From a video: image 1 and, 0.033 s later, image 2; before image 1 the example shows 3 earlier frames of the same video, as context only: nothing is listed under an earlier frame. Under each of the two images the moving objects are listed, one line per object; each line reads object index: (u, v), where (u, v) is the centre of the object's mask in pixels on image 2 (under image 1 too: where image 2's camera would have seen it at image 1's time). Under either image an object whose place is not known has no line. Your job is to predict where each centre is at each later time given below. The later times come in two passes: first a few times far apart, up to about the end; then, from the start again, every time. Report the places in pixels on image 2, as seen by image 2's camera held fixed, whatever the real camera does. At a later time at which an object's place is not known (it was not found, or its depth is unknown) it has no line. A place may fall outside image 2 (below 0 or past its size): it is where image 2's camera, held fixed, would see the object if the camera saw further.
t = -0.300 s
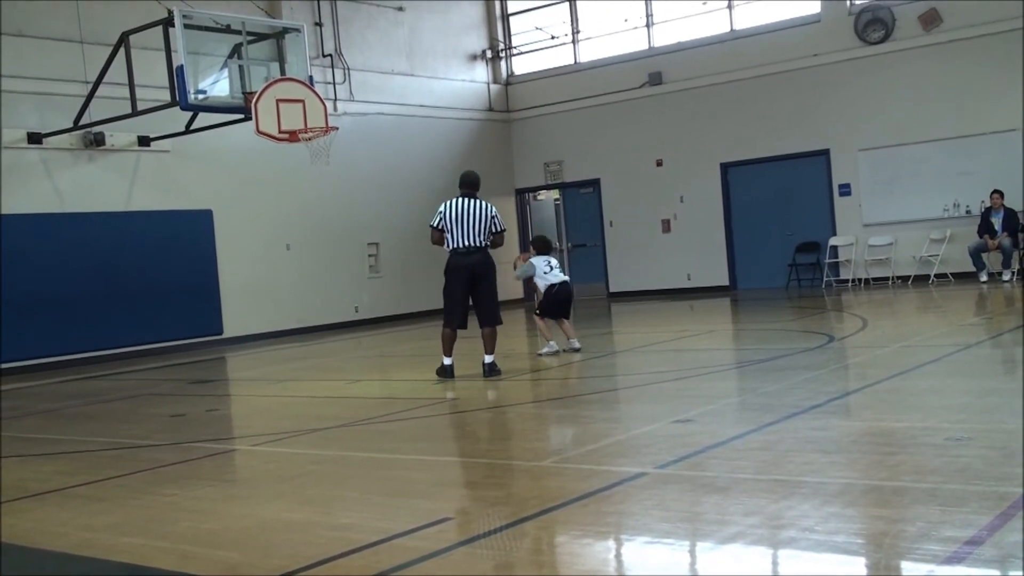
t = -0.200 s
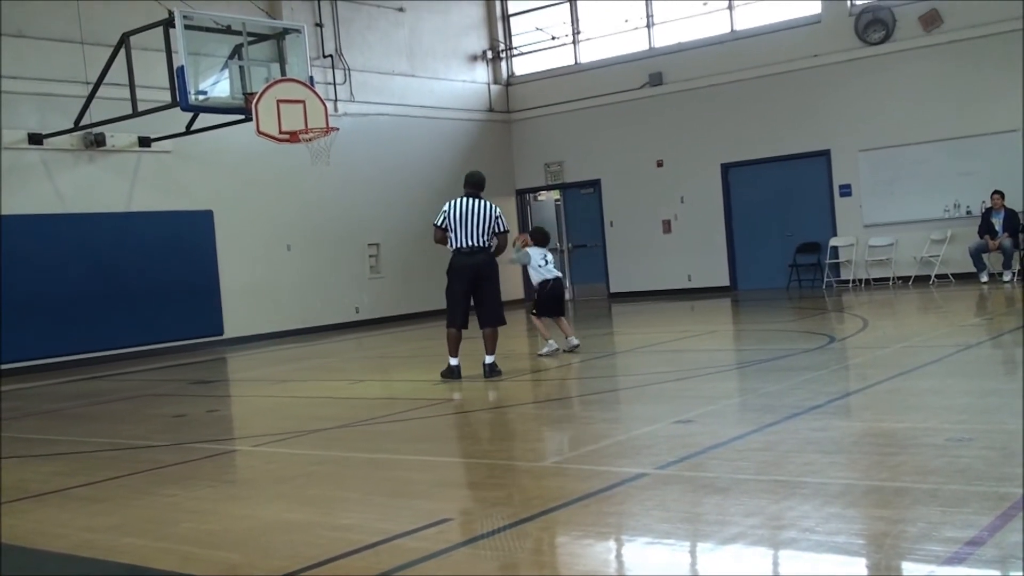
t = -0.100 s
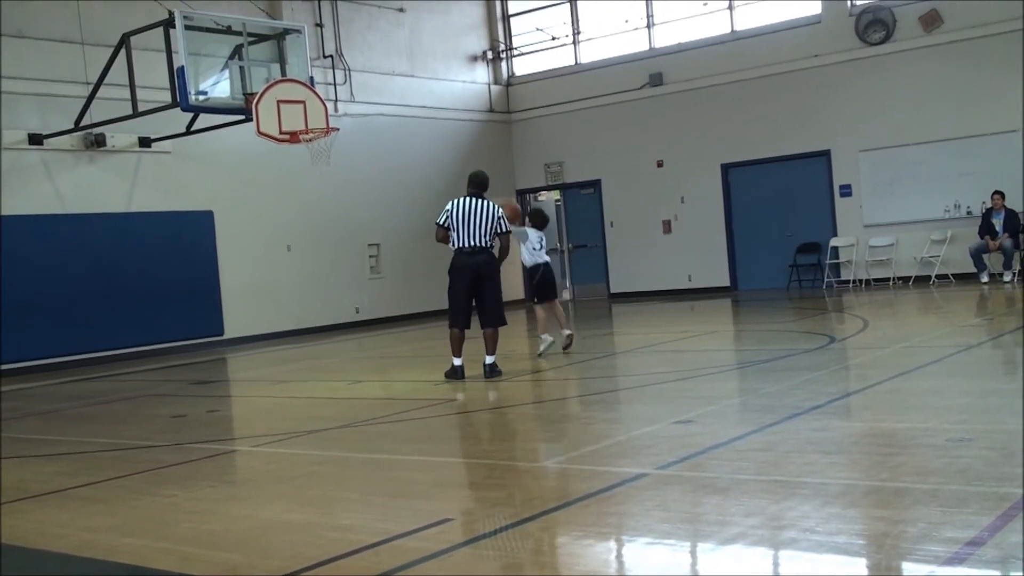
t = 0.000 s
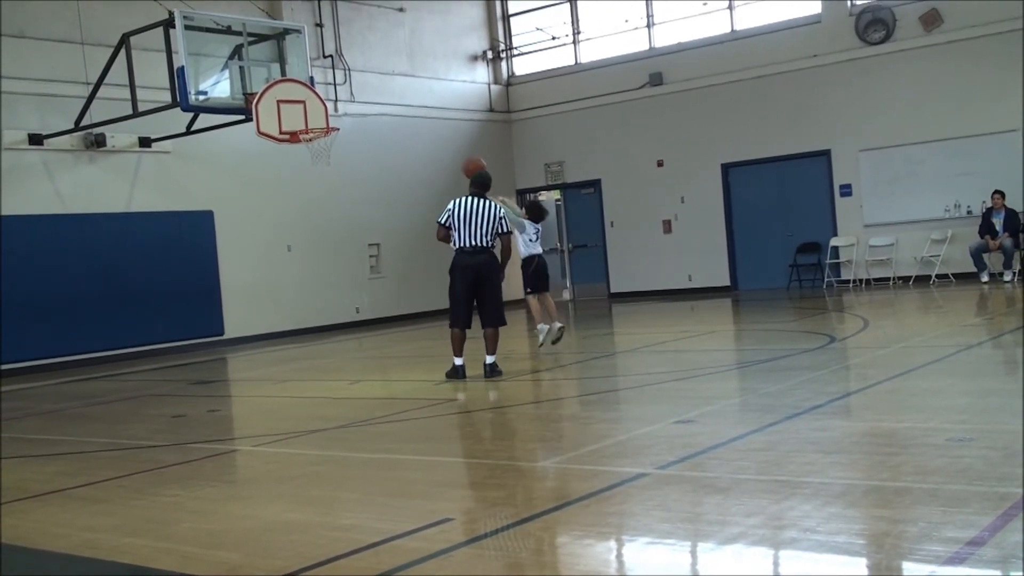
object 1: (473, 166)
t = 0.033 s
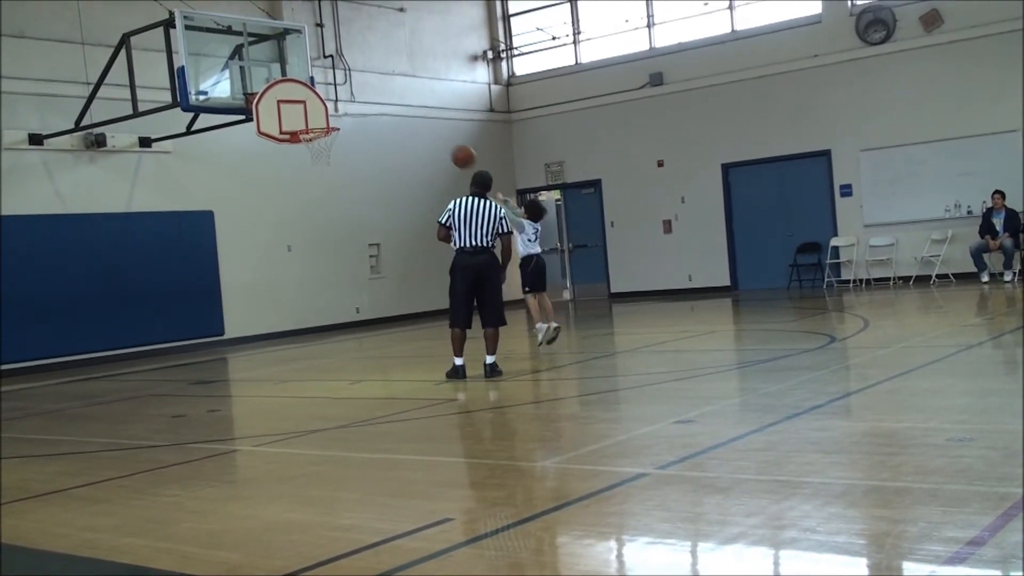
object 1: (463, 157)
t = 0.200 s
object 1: (409, 114)
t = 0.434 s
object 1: (343, 101)
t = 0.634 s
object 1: (300, 119)
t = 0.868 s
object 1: (303, 103)
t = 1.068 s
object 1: (315, 120)
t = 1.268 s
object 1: (321, 120)
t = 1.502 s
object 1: (338, 154)
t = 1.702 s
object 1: (352, 217)
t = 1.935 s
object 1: (372, 329)
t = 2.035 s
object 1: (376, 311)
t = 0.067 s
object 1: (451, 146)
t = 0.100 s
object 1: (440, 136)
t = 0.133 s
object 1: (429, 127)
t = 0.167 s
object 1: (419, 120)
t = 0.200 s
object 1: (409, 114)
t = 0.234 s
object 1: (399, 109)
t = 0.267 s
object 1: (389, 105)
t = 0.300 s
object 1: (379, 102)
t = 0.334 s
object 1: (370, 100)
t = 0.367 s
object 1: (361, 99)
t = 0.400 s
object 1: (352, 99)
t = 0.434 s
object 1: (343, 101)
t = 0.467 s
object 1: (334, 103)
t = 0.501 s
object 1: (326, 106)
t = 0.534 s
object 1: (318, 110)
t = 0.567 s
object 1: (310, 115)
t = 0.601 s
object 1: (302, 120)
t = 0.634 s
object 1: (300, 119)
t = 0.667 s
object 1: (300, 113)
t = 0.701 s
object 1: (301, 109)
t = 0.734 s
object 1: (301, 106)
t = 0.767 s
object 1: (301, 104)
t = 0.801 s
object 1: (302, 102)
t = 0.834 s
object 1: (302, 102)
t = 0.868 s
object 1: (303, 103)
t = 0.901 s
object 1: (304, 104)
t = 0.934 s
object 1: (306, 105)
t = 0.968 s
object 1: (308, 108)
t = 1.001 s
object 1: (310, 111)
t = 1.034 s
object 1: (312, 116)
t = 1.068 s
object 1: (315, 120)
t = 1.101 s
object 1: (315, 120)
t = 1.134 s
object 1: (315, 119)
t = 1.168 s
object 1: (315, 119)
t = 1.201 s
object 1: (317, 119)
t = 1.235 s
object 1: (319, 119)
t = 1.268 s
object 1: (321, 120)
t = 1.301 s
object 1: (324, 122)
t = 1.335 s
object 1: (326, 127)
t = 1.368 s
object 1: (328, 131)
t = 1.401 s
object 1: (331, 136)
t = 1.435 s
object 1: (333, 141)
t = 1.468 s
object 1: (335, 147)
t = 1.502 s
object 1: (338, 154)
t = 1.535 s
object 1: (339, 162)
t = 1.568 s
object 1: (342, 171)
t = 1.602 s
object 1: (344, 181)
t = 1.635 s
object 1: (347, 192)
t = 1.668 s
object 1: (349, 204)
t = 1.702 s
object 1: (352, 217)
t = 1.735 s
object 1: (355, 230)
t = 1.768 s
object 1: (357, 244)
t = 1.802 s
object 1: (360, 259)
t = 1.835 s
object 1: (363, 276)
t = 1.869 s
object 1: (366, 292)
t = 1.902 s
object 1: (369, 310)
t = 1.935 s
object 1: (372, 329)
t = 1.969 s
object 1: (375, 338)
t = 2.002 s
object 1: (376, 324)
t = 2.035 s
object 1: (376, 311)
